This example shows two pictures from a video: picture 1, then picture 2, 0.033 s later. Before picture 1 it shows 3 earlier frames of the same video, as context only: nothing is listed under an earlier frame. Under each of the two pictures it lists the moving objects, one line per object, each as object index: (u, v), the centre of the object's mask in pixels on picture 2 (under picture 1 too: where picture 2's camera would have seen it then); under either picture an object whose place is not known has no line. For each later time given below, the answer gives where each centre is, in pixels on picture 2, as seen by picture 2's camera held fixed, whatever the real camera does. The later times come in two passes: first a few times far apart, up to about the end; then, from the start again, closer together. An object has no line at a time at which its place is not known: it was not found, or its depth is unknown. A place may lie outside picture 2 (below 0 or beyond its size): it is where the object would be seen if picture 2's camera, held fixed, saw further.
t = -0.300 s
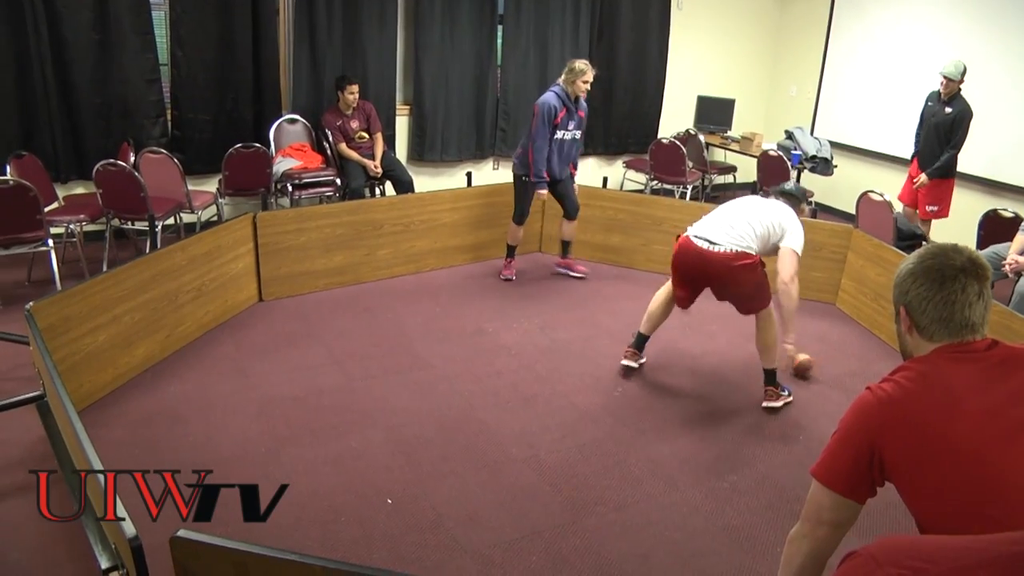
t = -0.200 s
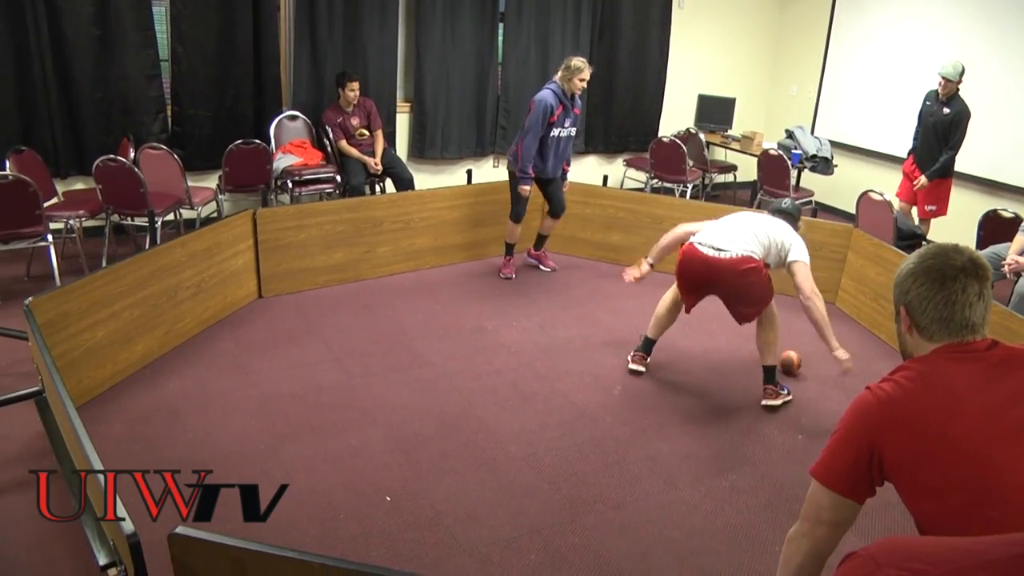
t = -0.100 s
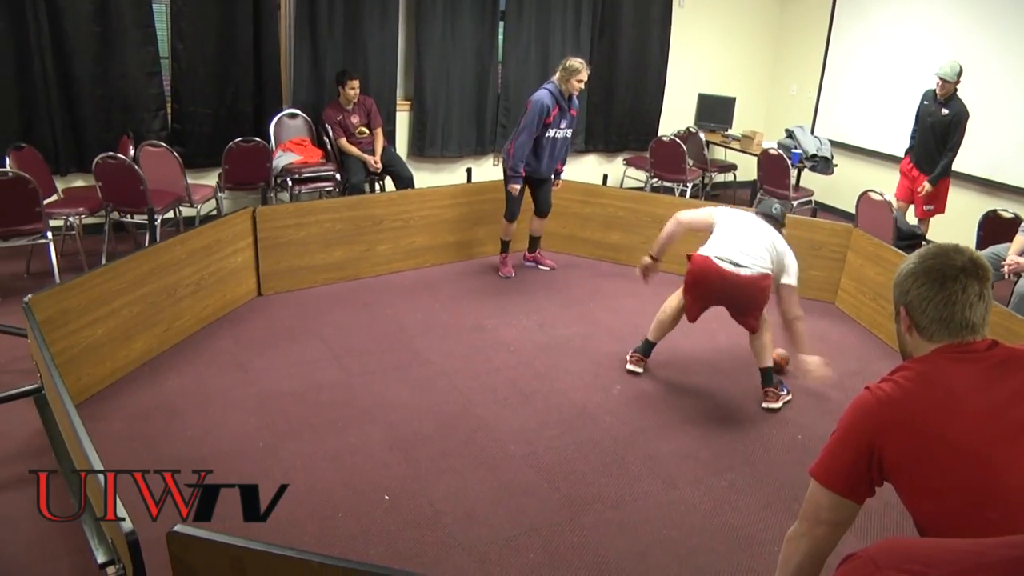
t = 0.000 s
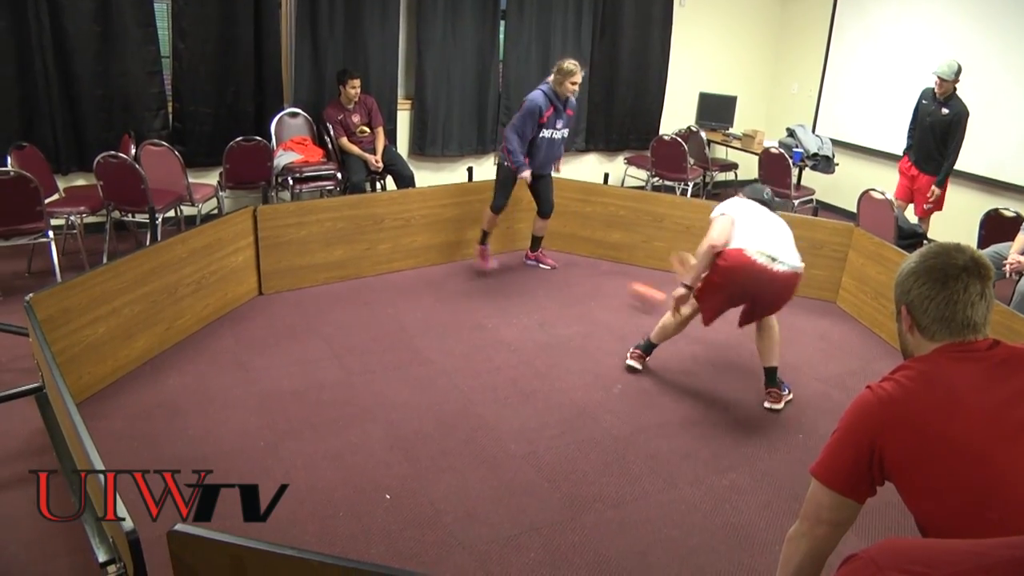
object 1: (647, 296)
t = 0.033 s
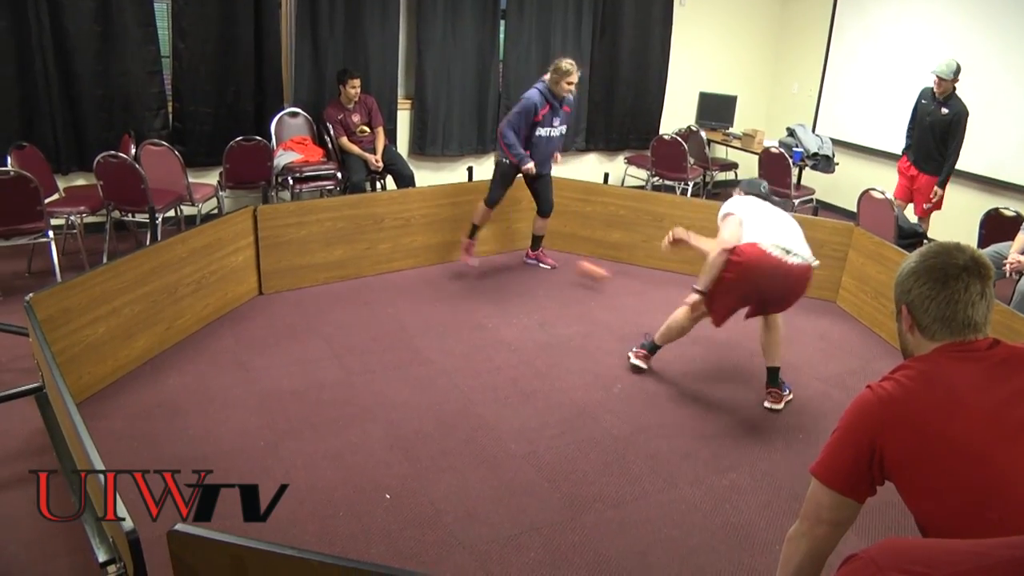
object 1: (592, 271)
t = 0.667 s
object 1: (65, 346)
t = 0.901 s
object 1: (290, 509)
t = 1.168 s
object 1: (501, 524)
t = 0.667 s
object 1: (65, 346)
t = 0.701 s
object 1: (92, 361)
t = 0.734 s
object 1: (120, 377)
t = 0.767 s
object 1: (148, 397)
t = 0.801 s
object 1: (183, 421)
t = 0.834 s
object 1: (216, 446)
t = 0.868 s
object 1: (253, 474)
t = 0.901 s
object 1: (290, 509)
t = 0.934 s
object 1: (316, 507)
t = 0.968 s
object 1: (339, 503)
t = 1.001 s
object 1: (363, 500)
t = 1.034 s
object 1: (389, 500)
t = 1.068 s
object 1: (416, 502)
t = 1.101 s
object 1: (444, 507)
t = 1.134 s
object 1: (472, 515)
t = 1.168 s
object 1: (501, 524)
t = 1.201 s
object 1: (529, 536)
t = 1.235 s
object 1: (557, 552)
